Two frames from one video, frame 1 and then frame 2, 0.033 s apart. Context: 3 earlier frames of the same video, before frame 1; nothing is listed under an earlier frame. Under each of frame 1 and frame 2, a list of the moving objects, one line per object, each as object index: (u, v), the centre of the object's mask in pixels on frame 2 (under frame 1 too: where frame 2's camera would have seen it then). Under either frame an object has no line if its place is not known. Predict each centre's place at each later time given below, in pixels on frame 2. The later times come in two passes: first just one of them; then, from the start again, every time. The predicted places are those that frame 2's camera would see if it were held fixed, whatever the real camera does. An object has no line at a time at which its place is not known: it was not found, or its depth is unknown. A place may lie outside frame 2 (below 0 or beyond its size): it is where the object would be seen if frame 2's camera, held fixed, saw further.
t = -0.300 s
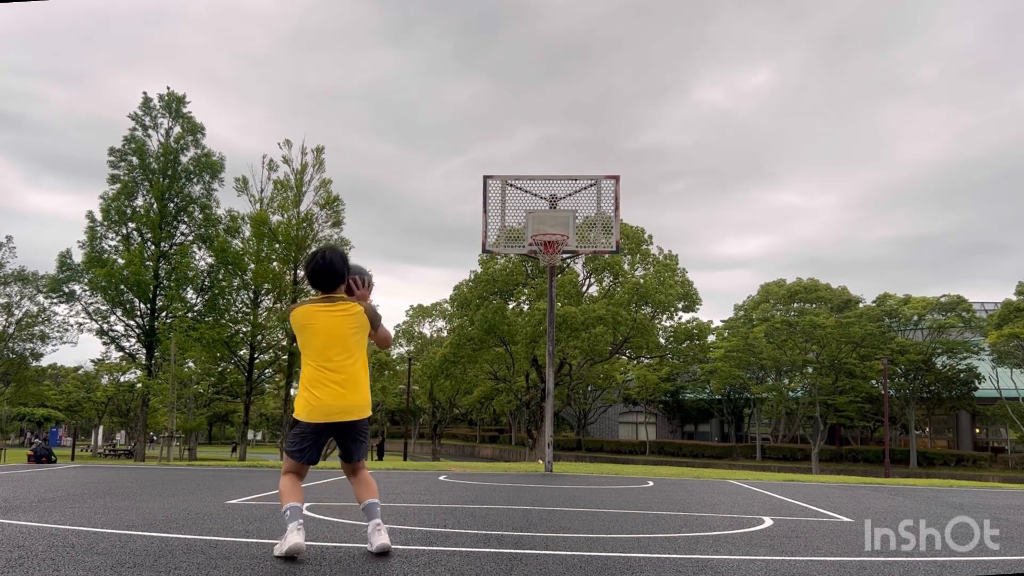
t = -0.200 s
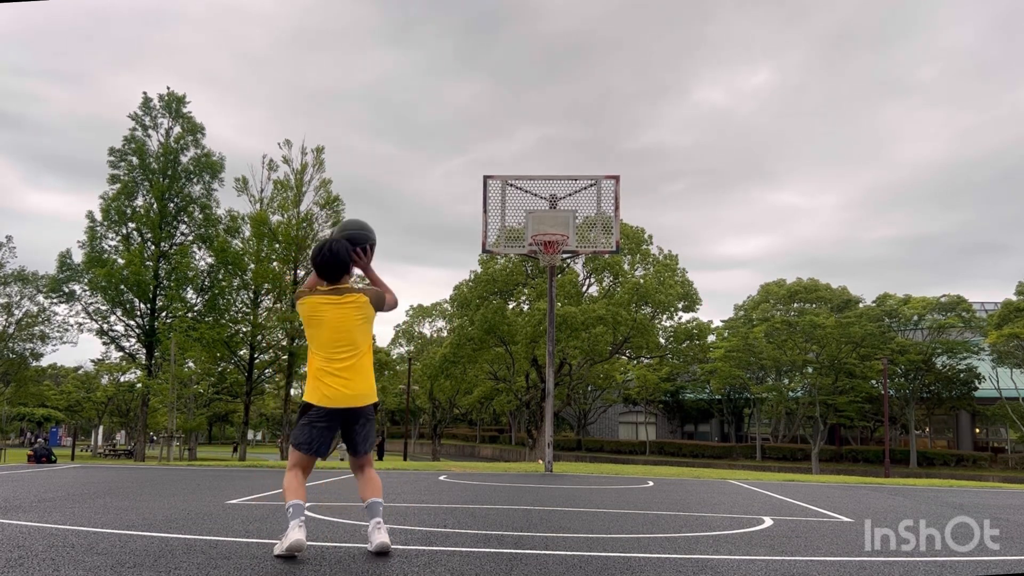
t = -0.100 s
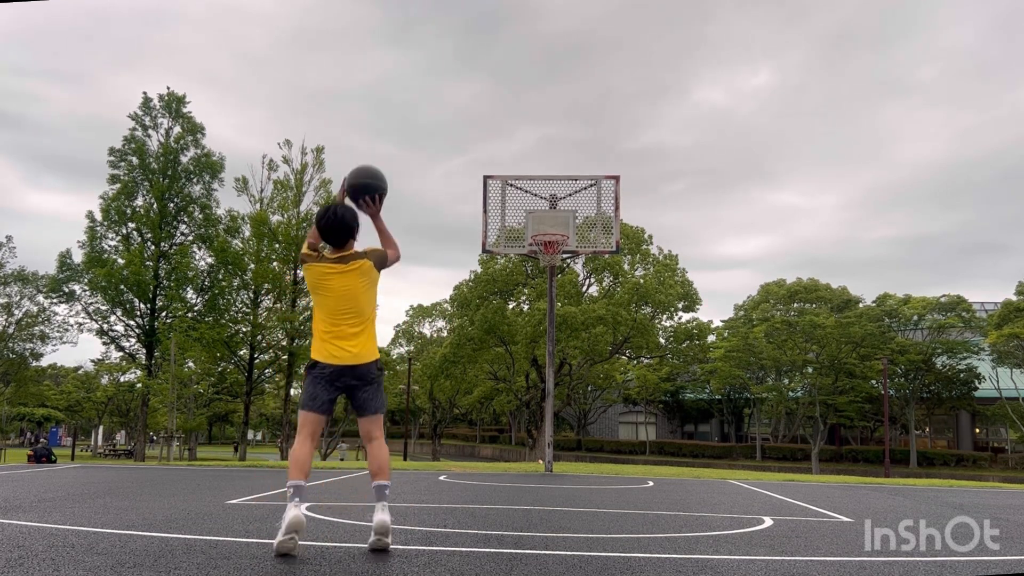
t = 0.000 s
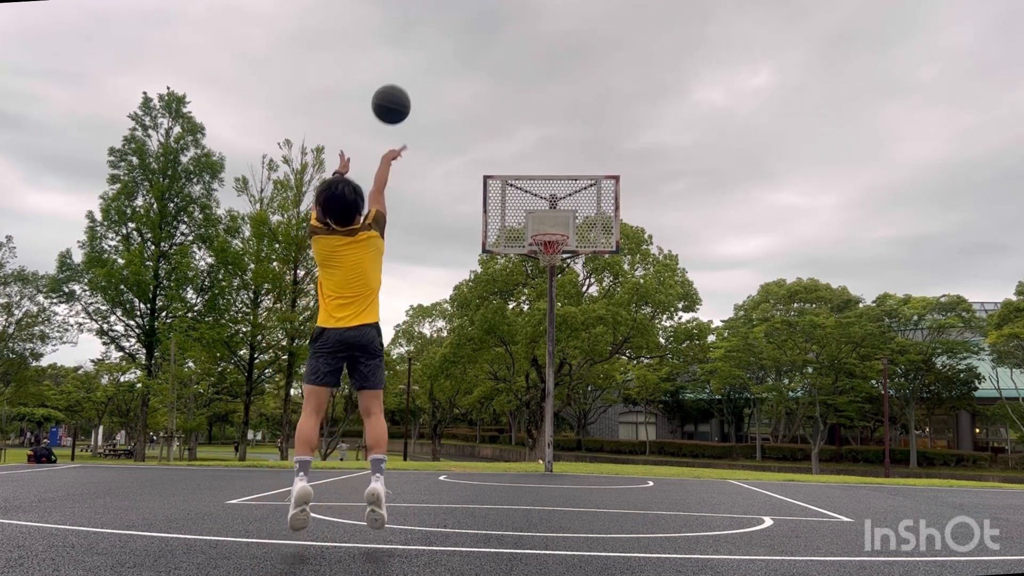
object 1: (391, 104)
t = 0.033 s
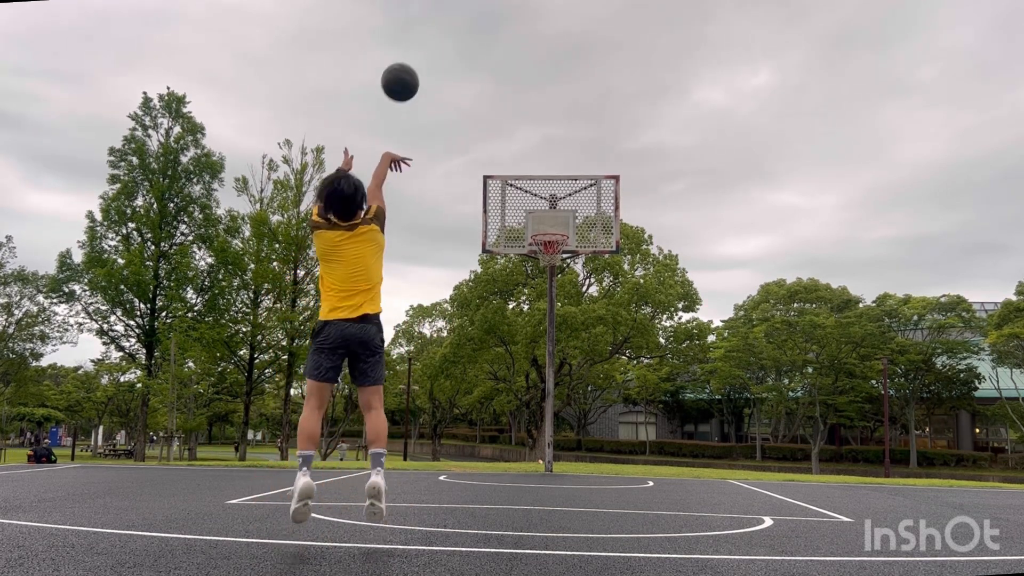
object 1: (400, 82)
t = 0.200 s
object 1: (436, 13)
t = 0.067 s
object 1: (408, 63)
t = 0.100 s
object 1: (416, 46)
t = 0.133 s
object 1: (423, 33)
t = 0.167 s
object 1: (430, 21)
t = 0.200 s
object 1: (436, 13)
